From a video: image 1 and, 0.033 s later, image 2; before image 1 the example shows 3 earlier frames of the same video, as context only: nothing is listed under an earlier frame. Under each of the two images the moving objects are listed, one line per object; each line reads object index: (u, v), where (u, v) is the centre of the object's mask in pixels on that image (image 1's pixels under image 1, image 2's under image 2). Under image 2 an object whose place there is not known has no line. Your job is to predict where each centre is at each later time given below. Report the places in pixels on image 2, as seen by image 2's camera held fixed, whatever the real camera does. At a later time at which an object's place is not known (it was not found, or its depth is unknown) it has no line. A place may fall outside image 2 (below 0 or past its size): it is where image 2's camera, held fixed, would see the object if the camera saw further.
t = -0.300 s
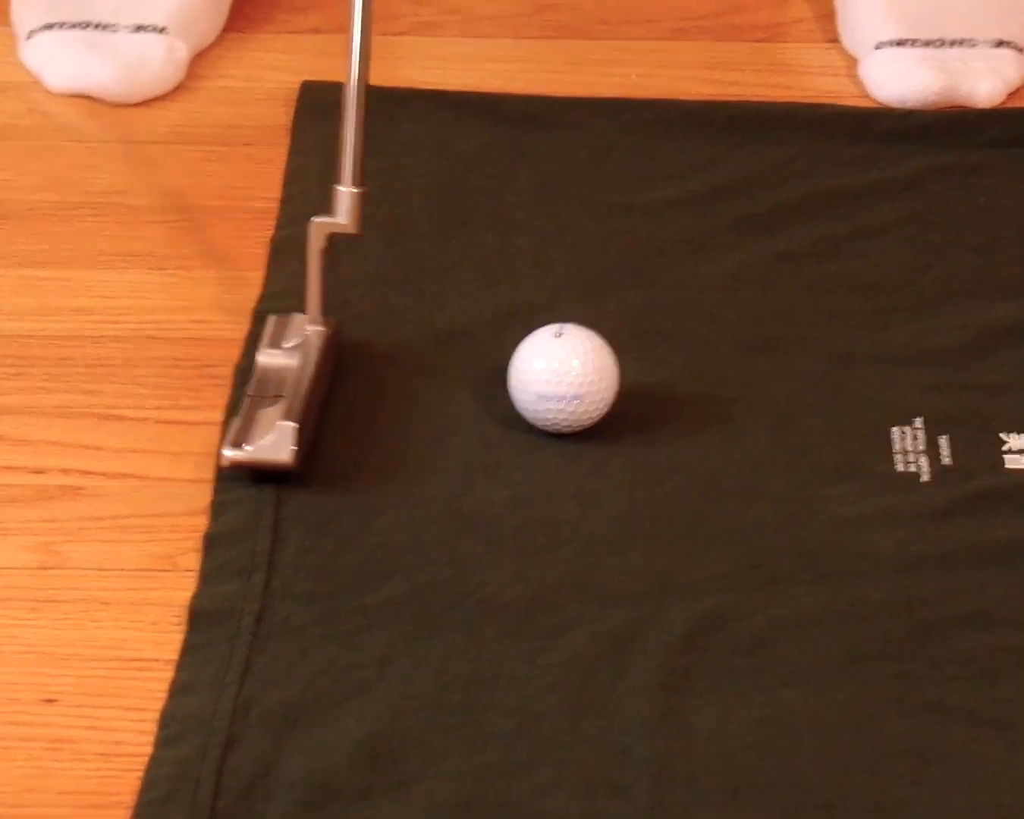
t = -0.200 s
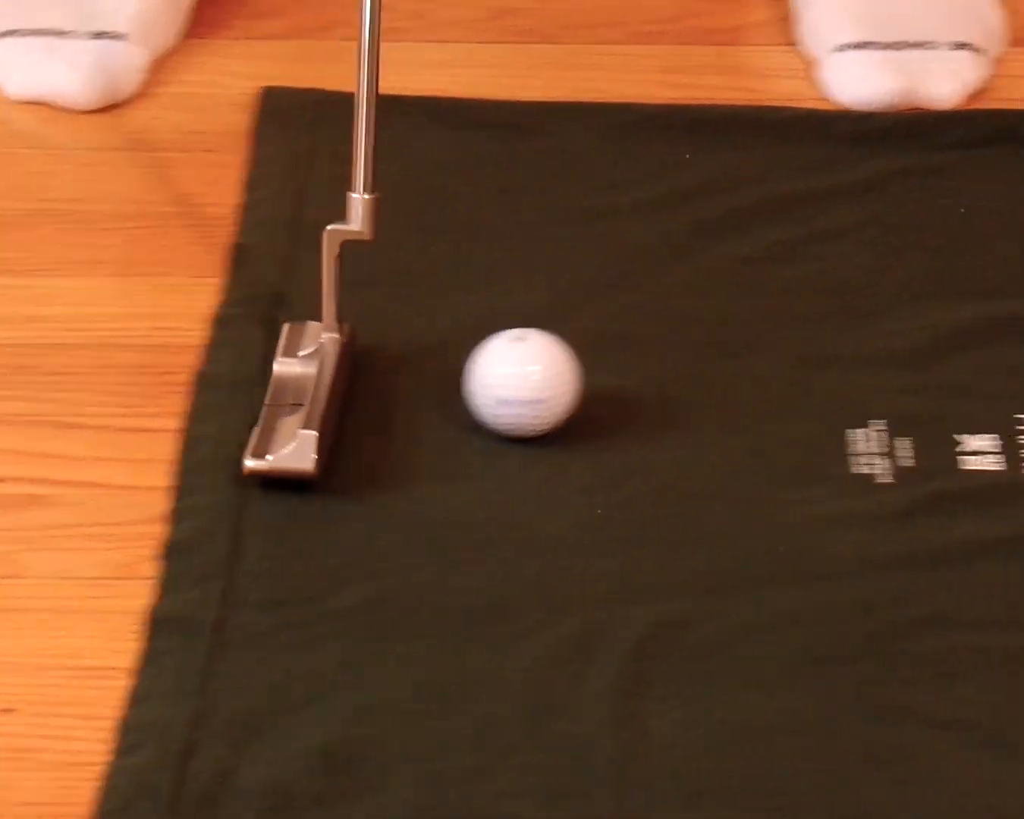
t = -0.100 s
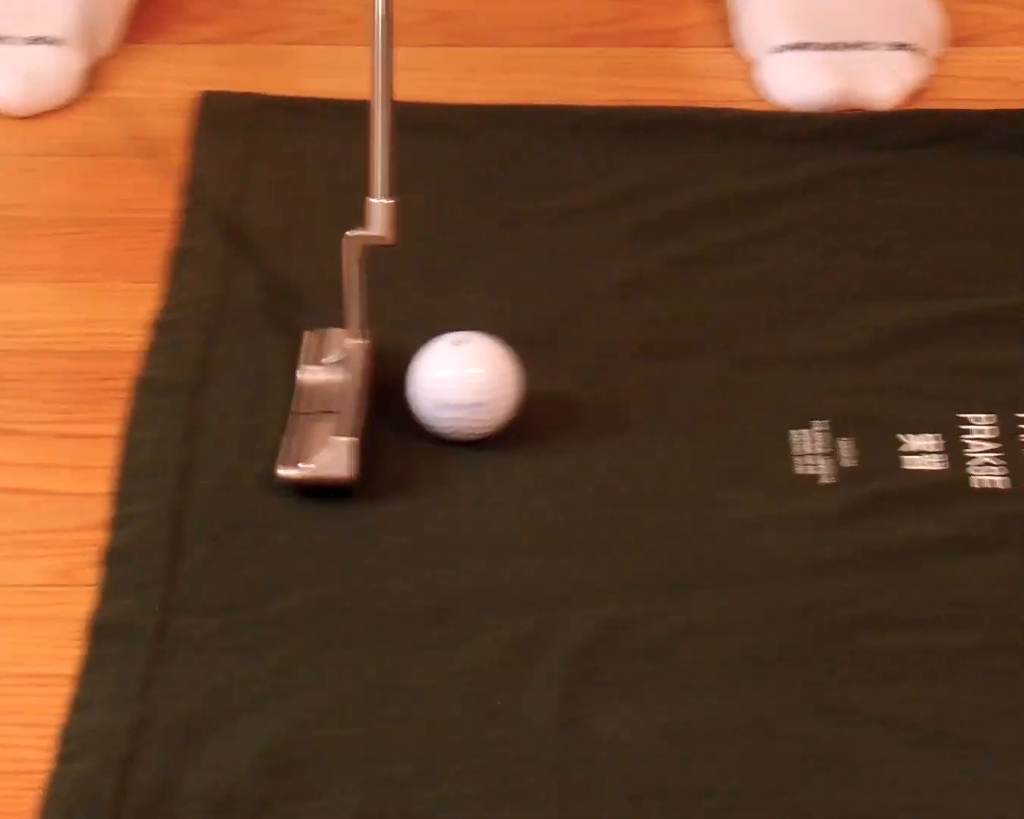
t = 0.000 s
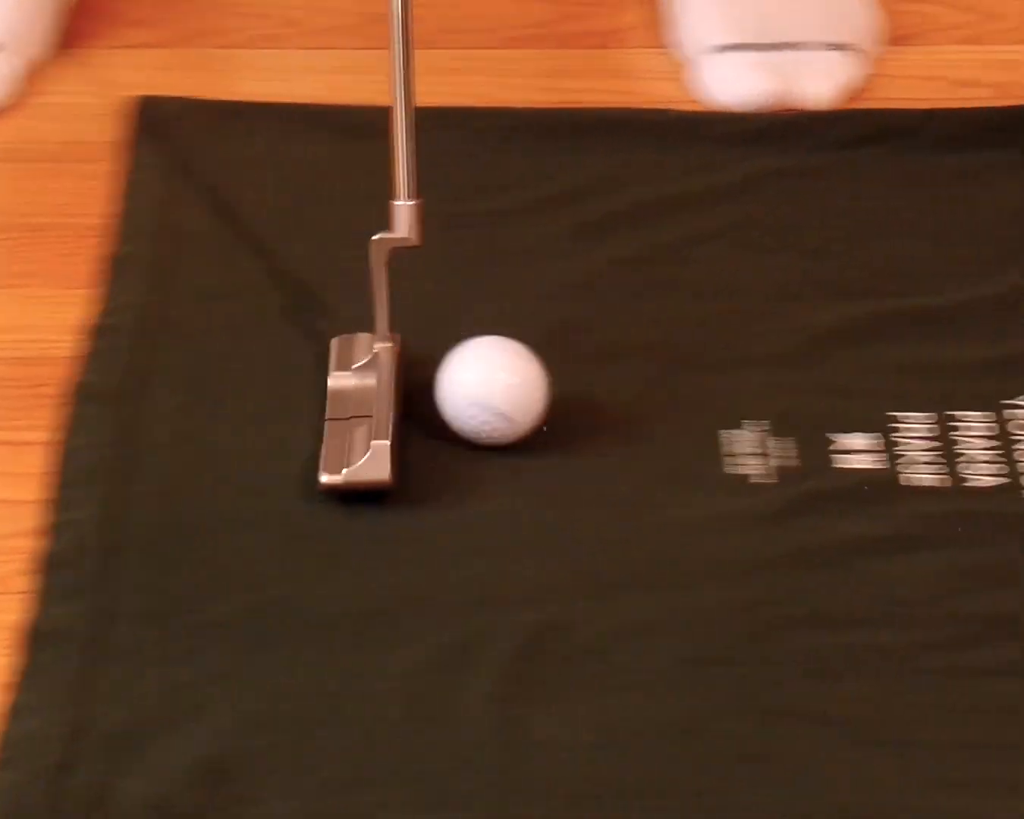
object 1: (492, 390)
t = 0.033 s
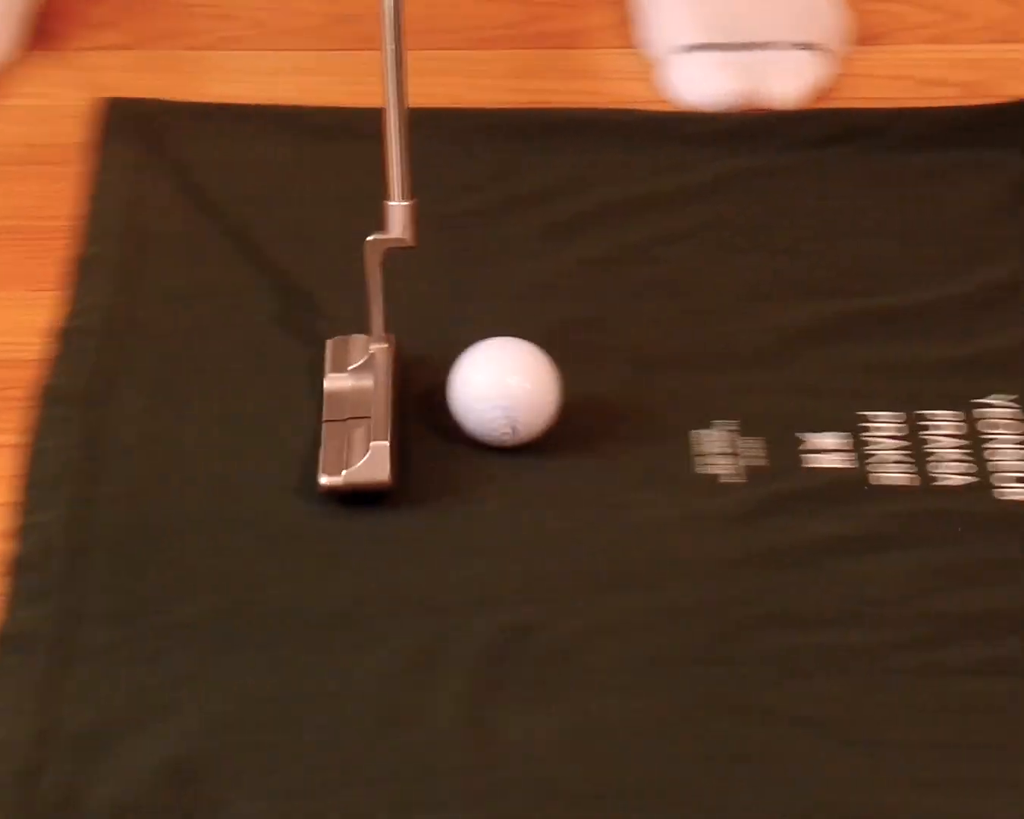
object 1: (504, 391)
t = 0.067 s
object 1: (545, 391)
